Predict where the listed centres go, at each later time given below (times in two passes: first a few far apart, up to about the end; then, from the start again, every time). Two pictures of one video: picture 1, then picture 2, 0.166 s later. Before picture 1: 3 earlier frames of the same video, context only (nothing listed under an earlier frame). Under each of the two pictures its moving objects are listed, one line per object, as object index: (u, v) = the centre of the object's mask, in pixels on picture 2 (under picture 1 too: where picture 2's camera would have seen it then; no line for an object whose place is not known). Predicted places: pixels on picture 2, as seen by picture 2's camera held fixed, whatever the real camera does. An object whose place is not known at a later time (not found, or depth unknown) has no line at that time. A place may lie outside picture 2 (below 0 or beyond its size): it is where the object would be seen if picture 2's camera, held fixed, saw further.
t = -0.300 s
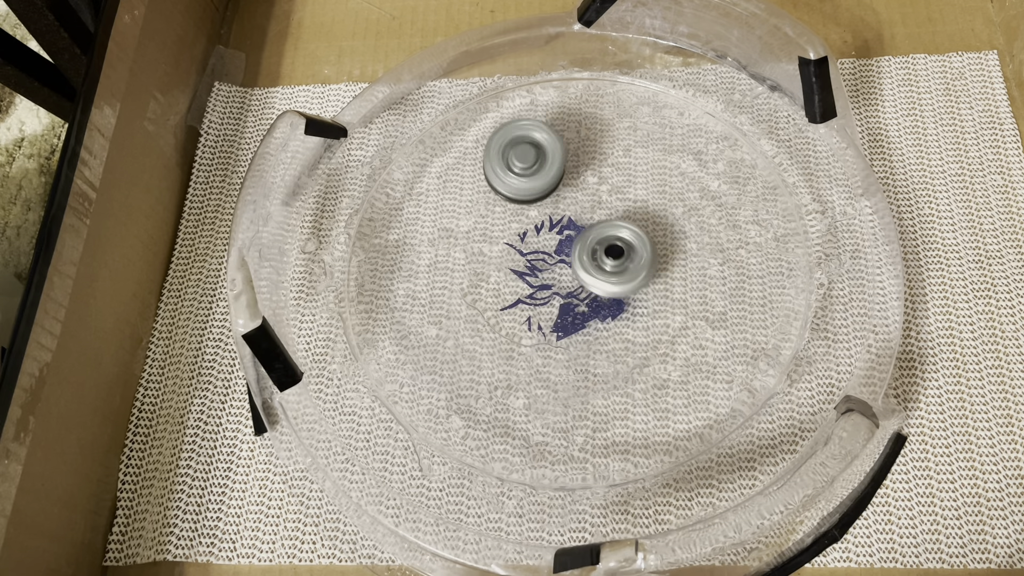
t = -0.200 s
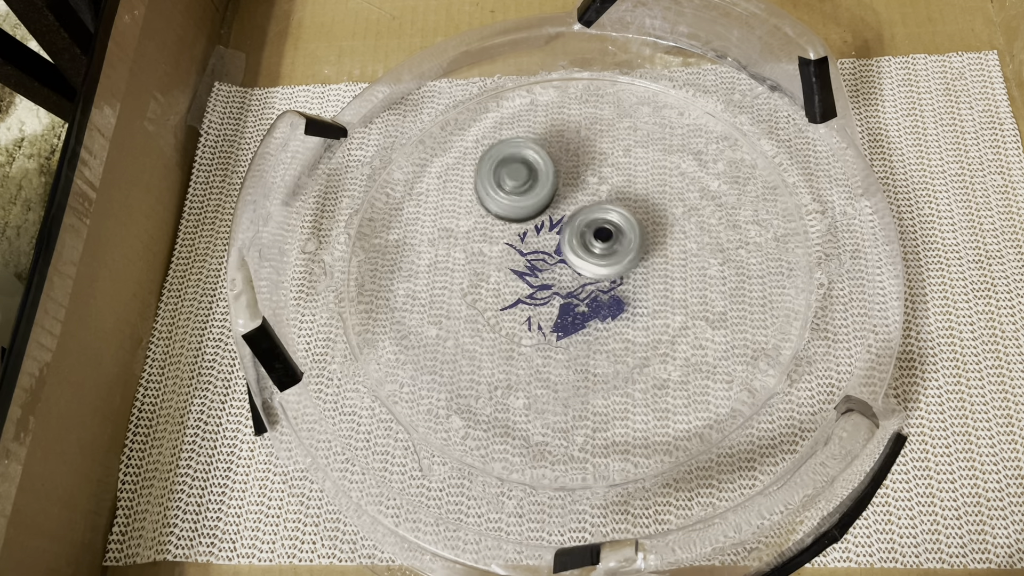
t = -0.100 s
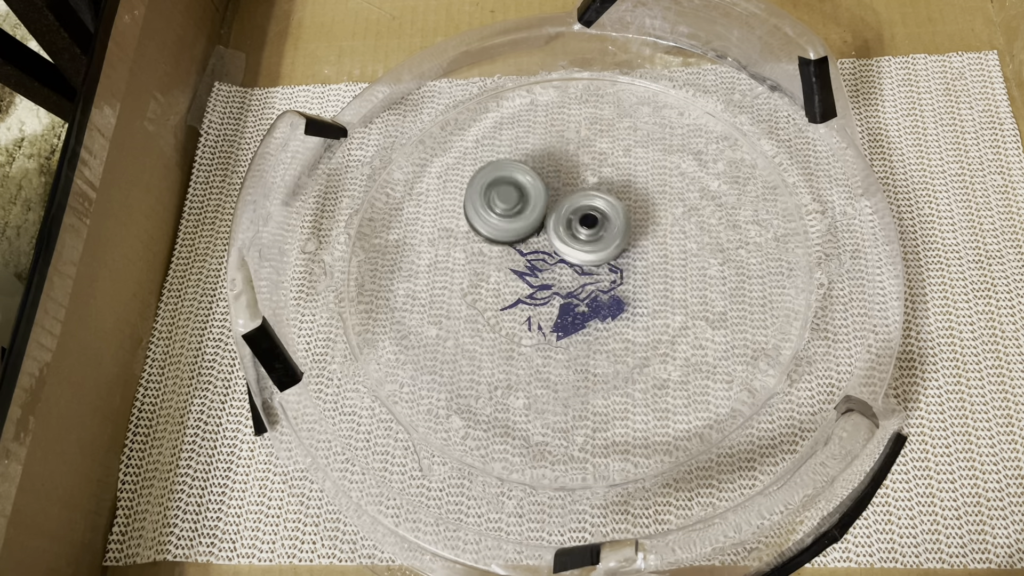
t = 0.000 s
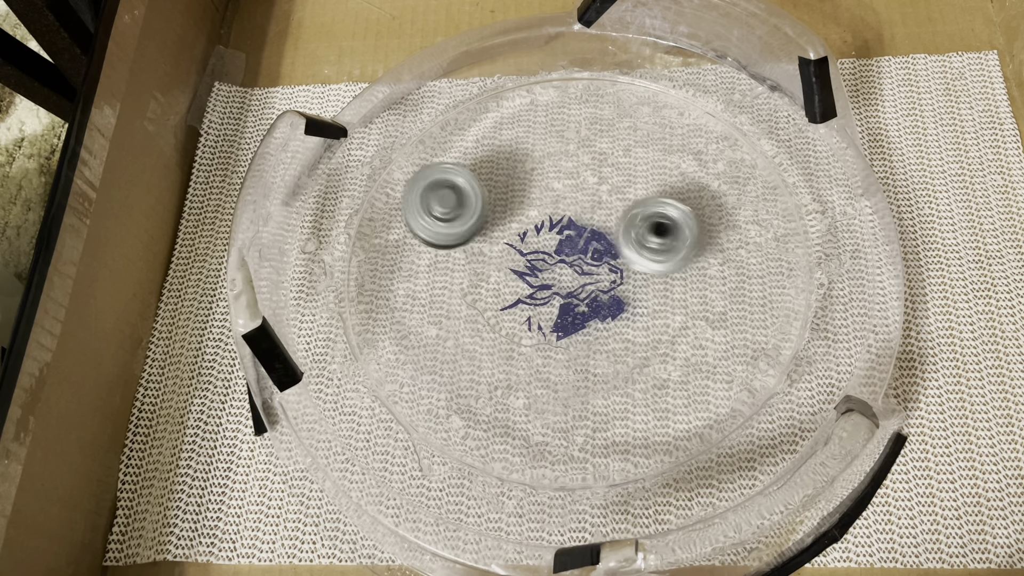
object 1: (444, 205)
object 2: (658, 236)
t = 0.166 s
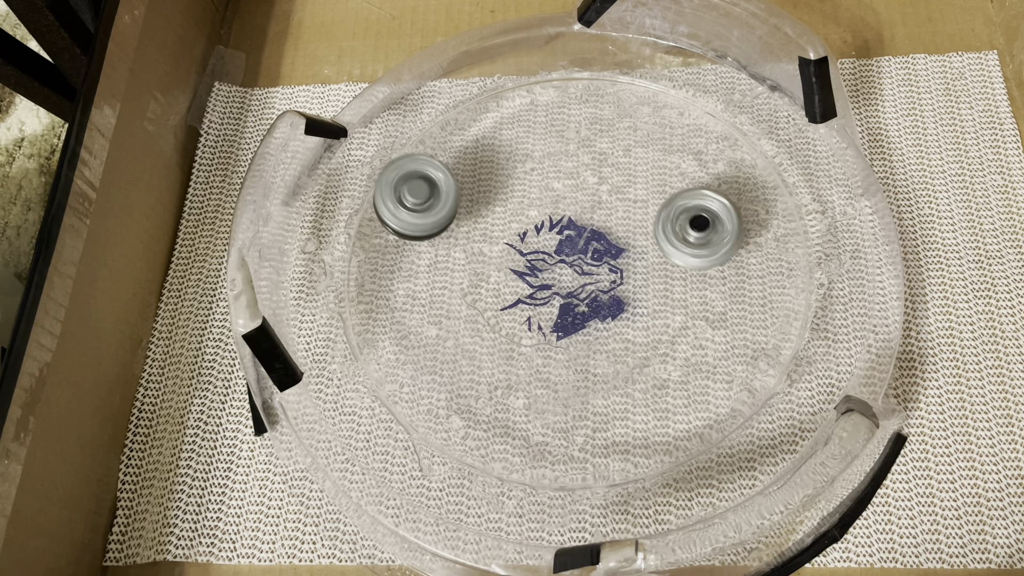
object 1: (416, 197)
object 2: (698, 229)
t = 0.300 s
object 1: (424, 205)
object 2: (671, 205)
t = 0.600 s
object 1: (472, 287)
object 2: (611, 192)
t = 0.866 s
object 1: (505, 350)
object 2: (578, 225)
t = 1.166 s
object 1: (556, 384)
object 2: (581, 269)
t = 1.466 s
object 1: (617, 363)
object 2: (591, 286)
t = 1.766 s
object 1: (656, 394)
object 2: (523, 177)
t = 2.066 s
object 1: (643, 295)
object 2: (486, 235)
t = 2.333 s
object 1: (666, 229)
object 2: (494, 287)
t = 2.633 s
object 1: (645, 179)
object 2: (543, 316)
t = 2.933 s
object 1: (589, 156)
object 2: (591, 297)
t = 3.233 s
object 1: (531, 173)
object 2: (601, 256)
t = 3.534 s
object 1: (486, 218)
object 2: (577, 232)
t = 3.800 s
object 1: (472, 268)
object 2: (551, 235)
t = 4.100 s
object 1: (473, 318)
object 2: (551, 253)
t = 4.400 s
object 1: (531, 343)
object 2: (570, 267)
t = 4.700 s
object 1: (604, 343)
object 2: (589, 265)
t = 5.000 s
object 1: (664, 365)
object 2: (562, 194)
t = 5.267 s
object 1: (643, 331)
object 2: (523, 212)
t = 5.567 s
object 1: (626, 242)
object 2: (519, 255)
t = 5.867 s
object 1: (616, 188)
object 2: (554, 280)
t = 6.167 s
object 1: (587, 168)
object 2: (593, 277)
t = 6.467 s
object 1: (540, 196)
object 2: (612, 258)
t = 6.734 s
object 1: (500, 240)
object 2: (604, 245)
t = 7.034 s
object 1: (485, 284)
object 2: (582, 252)
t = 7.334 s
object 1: (447, 358)
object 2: (646, 202)
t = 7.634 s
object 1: (433, 350)
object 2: (663, 124)
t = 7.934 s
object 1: (554, 305)
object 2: (585, 136)
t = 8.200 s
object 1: (647, 286)
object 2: (533, 178)
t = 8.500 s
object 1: (685, 255)
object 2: (510, 243)
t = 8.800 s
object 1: (654, 213)
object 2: (517, 301)
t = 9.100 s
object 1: (587, 186)
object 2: (551, 338)
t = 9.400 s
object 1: (525, 192)
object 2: (590, 336)
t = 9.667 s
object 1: (491, 230)
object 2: (605, 305)
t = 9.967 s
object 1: (492, 289)
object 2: (588, 269)
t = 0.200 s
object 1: (416, 196)
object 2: (693, 223)
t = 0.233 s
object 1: (418, 198)
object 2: (686, 217)
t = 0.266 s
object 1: (420, 201)
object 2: (679, 211)
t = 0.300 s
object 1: (424, 205)
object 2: (671, 205)
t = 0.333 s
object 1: (429, 210)
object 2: (664, 201)
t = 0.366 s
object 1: (434, 217)
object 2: (657, 197)
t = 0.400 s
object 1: (440, 226)
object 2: (651, 195)
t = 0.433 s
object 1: (447, 236)
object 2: (644, 192)
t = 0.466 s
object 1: (452, 245)
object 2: (637, 191)
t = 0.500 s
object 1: (458, 257)
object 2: (630, 190)
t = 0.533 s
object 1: (463, 268)
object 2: (624, 190)
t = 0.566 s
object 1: (467, 278)
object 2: (617, 190)
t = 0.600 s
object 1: (472, 287)
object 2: (611, 192)
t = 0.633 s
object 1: (477, 296)
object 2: (605, 194)
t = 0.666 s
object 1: (481, 305)
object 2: (600, 197)
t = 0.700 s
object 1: (485, 315)
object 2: (595, 201)
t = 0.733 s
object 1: (488, 322)
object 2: (590, 205)
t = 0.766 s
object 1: (492, 329)
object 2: (586, 209)
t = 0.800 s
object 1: (496, 337)
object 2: (583, 214)
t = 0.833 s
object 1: (500, 344)
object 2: (580, 220)
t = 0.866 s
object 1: (505, 350)
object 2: (578, 225)
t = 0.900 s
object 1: (509, 356)
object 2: (577, 231)
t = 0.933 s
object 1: (514, 362)
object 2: (576, 236)
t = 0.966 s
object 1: (519, 367)
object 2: (576, 242)
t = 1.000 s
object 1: (525, 371)
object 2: (576, 247)
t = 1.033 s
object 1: (531, 375)
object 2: (576, 252)
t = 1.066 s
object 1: (537, 378)
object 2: (577, 257)
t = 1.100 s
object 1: (543, 380)
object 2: (578, 261)
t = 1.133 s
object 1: (549, 383)
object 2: (579, 266)
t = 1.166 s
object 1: (556, 384)
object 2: (581, 269)
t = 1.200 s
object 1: (563, 384)
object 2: (581, 273)
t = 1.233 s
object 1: (569, 384)
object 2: (583, 276)
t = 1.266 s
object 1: (575, 383)
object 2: (585, 279)
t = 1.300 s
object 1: (583, 381)
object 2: (586, 281)
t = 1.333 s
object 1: (589, 378)
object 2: (588, 283)
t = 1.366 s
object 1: (596, 376)
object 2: (589, 285)
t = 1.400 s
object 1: (603, 372)
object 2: (590, 285)
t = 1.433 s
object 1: (610, 367)
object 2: (591, 286)
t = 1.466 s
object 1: (617, 363)
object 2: (591, 286)
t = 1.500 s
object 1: (626, 363)
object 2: (591, 282)
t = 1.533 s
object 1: (643, 381)
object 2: (579, 252)
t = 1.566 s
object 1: (654, 390)
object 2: (570, 226)
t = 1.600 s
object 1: (659, 397)
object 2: (560, 205)
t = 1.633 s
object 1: (661, 399)
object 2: (552, 188)
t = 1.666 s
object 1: (661, 400)
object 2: (544, 178)
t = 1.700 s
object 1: (660, 399)
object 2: (537, 173)
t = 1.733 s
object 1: (658, 397)
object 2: (530, 173)
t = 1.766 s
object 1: (656, 394)
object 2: (523, 177)
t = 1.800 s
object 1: (653, 387)
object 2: (517, 182)
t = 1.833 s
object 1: (651, 379)
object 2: (511, 188)
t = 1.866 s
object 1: (648, 370)
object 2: (506, 194)
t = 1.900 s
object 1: (645, 358)
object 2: (502, 201)
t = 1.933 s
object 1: (645, 346)
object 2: (497, 208)
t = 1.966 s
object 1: (643, 333)
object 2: (493, 215)
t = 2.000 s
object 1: (643, 319)
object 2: (490, 222)
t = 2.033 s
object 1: (643, 306)
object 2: (488, 228)
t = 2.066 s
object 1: (643, 295)
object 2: (486, 235)
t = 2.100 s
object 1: (644, 283)
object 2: (485, 242)
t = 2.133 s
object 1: (647, 274)
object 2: (484, 249)
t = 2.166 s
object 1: (651, 265)
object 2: (484, 256)
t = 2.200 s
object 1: (654, 256)
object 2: (485, 263)
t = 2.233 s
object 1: (658, 249)
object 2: (487, 269)
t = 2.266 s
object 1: (661, 242)
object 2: (488, 276)
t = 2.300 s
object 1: (664, 234)
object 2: (491, 282)
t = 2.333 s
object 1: (666, 229)
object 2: (494, 287)
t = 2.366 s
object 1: (666, 222)
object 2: (498, 293)
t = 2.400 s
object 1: (666, 216)
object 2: (502, 297)
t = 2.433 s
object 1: (665, 211)
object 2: (507, 302)
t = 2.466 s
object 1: (664, 204)
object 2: (513, 305)
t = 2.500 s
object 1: (661, 199)
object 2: (519, 308)
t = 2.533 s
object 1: (658, 193)
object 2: (525, 310)
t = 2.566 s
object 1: (655, 188)
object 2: (530, 312)
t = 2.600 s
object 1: (650, 184)
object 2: (537, 314)
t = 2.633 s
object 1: (645, 179)
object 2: (543, 316)
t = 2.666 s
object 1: (640, 175)
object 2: (549, 317)
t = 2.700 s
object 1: (633, 171)
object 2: (556, 316)
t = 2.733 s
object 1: (628, 168)
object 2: (562, 314)
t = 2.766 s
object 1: (621, 165)
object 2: (568, 312)
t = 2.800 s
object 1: (614, 162)
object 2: (573, 310)
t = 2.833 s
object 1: (608, 160)
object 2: (578, 307)
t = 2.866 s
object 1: (601, 158)
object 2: (583, 304)
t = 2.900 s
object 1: (596, 157)
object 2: (588, 300)
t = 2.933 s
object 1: (589, 156)
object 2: (591, 297)
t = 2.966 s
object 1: (583, 156)
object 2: (594, 292)
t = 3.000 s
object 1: (575, 157)
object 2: (597, 288)
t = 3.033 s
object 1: (569, 157)
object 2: (599, 284)
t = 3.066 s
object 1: (563, 159)
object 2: (601, 279)
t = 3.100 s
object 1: (556, 160)
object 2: (603, 275)
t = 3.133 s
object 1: (550, 162)
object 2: (603, 270)
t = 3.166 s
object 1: (543, 166)
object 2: (603, 265)
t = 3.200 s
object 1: (538, 169)
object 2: (602, 261)
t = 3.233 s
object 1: (531, 173)
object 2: (601, 256)
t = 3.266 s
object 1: (525, 177)
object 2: (600, 252)
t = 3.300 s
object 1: (519, 181)
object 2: (598, 248)
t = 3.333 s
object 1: (513, 186)
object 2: (596, 244)
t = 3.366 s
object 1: (508, 190)
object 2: (593, 241)
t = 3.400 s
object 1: (502, 196)
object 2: (590, 238)
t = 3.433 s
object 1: (498, 201)
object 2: (587, 236)
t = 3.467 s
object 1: (493, 207)
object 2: (584, 234)
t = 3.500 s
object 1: (489, 213)
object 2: (580, 233)
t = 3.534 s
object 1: (486, 218)
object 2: (577, 232)
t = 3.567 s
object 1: (482, 225)
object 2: (574, 231)
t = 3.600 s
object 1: (480, 230)
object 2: (570, 231)
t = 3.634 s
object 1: (477, 237)
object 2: (567, 230)
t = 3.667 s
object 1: (475, 243)
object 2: (563, 230)
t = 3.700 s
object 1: (474, 249)
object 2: (559, 231)
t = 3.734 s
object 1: (473, 255)
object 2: (556, 232)
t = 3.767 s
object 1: (472, 262)
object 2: (554, 233)
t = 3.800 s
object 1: (472, 268)
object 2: (551, 235)
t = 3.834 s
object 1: (472, 274)
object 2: (548, 236)
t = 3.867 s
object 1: (468, 282)
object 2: (549, 237)
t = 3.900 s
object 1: (467, 289)
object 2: (550, 238)
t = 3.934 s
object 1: (465, 296)
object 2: (550, 240)
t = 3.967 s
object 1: (466, 300)
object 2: (549, 242)
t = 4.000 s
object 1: (466, 305)
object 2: (549, 245)
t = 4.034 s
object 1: (468, 309)
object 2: (549, 247)
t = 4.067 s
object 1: (469, 314)
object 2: (550, 250)
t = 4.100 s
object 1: (473, 318)
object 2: (551, 253)
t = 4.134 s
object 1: (476, 321)
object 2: (552, 255)
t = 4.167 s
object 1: (481, 325)
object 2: (554, 257)
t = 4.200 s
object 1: (486, 328)
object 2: (556, 259)
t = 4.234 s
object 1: (493, 331)
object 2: (558, 261)
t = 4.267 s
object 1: (499, 334)
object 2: (560, 263)
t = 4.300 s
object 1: (507, 337)
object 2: (563, 264)
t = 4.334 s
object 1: (514, 339)
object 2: (565, 265)
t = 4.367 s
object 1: (523, 341)
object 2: (568, 266)
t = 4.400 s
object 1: (531, 343)
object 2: (570, 267)
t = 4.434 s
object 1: (540, 345)
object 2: (572, 267)
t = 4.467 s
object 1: (549, 345)
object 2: (574, 267)
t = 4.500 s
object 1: (558, 347)
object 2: (577, 267)
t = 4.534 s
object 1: (565, 346)
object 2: (579, 267)
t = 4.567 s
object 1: (573, 346)
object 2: (581, 267)
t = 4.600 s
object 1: (580, 345)
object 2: (583, 266)
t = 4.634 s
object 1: (588, 345)
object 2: (585, 267)
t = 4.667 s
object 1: (596, 344)
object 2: (587, 266)
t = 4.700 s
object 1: (604, 343)
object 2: (589, 265)
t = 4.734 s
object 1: (611, 341)
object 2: (591, 265)
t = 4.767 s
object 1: (618, 339)
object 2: (592, 264)
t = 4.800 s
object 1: (624, 337)
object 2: (594, 264)
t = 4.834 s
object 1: (631, 333)
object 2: (595, 262)
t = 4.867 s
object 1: (639, 337)
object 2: (594, 254)
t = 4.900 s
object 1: (653, 351)
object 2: (584, 230)
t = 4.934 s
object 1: (660, 359)
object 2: (575, 212)
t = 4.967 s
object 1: (664, 363)
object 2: (569, 201)
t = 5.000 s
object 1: (664, 365)
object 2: (562, 194)
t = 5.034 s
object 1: (664, 365)
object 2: (556, 193)
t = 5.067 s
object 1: (662, 365)
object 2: (550, 194)
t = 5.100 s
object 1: (660, 362)
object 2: (545, 195)
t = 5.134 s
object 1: (656, 359)
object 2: (539, 198)
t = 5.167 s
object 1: (654, 354)
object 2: (535, 201)
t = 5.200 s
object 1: (650, 348)
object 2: (530, 204)
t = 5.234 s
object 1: (647, 341)
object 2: (526, 208)
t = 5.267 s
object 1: (643, 331)
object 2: (523, 212)
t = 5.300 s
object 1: (640, 322)
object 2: (520, 216)
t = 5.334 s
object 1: (636, 311)
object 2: (517, 220)
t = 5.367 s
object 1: (634, 300)
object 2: (515, 225)
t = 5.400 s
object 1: (631, 289)
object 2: (514, 230)
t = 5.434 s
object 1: (630, 279)
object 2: (514, 235)
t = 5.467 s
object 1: (629, 269)
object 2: (514, 240)
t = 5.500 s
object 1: (628, 260)
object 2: (515, 245)
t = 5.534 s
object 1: (627, 250)
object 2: (517, 250)
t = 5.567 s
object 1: (626, 242)
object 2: (519, 255)
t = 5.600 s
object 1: (626, 234)
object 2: (522, 259)
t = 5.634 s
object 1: (626, 226)
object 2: (525, 263)
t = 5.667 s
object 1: (626, 220)
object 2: (529, 266)
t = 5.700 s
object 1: (624, 212)
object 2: (533, 270)
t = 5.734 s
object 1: (624, 207)
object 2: (537, 273)
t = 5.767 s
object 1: (622, 200)
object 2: (542, 275)
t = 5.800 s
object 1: (619, 195)
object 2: (546, 277)
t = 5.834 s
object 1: (618, 192)
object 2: (548, 278)
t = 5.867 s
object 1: (616, 188)
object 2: (554, 280)
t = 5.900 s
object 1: (614, 183)
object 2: (558, 281)
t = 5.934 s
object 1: (611, 179)
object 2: (562, 282)
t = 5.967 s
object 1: (609, 175)
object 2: (568, 282)
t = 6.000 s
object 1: (605, 172)
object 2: (572, 281)
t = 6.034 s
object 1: (602, 170)
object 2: (577, 281)
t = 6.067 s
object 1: (598, 168)
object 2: (581, 280)
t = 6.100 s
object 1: (595, 168)
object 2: (585, 279)
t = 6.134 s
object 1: (591, 167)
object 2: (589, 278)
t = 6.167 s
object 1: (587, 168)
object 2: (593, 277)
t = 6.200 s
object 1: (583, 169)
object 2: (596, 276)
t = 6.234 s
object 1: (578, 171)
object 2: (599, 274)
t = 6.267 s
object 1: (574, 173)
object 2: (602, 271)
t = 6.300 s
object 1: (569, 175)
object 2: (605, 270)
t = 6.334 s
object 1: (563, 179)
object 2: (607, 267)
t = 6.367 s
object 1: (558, 183)
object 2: (609, 265)
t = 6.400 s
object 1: (551, 187)
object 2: (610, 263)
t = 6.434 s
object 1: (546, 192)
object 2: (611, 260)
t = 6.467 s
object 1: (540, 196)
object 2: (612, 258)
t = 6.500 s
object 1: (534, 202)
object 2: (612, 255)
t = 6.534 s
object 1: (529, 207)
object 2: (612, 253)
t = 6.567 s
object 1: (523, 213)
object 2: (611, 251)
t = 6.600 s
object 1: (518, 218)
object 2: (610, 250)
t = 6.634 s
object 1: (513, 223)
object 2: (609, 248)
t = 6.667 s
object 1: (508, 229)
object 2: (608, 247)
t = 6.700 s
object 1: (504, 234)
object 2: (606, 246)
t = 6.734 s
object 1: (500, 240)
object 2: (604, 245)
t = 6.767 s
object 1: (497, 245)
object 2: (601, 245)
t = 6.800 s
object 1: (495, 249)
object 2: (600, 245)
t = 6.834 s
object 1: (491, 255)
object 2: (597, 246)
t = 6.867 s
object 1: (489, 260)
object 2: (595, 246)
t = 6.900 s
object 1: (487, 266)
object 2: (592, 247)
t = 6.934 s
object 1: (486, 271)
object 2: (590, 248)
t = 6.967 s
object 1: (485, 276)
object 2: (588, 249)
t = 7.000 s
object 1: (485, 280)
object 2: (585, 251)
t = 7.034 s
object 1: (485, 284)
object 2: (582, 252)
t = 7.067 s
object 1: (486, 289)
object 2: (580, 254)
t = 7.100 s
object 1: (488, 294)
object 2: (578, 256)
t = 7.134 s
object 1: (490, 297)
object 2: (576, 258)
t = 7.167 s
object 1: (492, 302)
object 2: (575, 260)
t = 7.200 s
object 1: (496, 305)
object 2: (573, 261)
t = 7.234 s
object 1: (500, 309)
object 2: (572, 263)
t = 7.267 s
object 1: (492, 320)
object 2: (580, 258)
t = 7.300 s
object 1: (465, 343)
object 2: (615, 228)
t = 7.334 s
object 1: (447, 358)
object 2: (646, 202)
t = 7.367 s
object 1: (435, 364)
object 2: (669, 181)
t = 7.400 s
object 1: (428, 366)
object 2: (686, 162)
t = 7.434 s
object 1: (423, 366)
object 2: (696, 149)
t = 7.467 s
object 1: (420, 365)
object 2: (698, 141)
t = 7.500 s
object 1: (418, 364)
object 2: (694, 136)
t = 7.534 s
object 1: (419, 362)
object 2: (688, 132)
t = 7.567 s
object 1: (422, 358)
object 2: (679, 129)
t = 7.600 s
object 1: (426, 355)
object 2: (671, 126)
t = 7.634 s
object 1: (433, 350)
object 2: (663, 124)
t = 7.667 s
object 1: (442, 343)
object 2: (656, 123)
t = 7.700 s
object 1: (454, 338)
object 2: (646, 122)
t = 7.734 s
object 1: (466, 333)
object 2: (637, 123)
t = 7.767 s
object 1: (480, 326)
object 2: (628, 123)
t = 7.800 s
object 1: (494, 320)
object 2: (619, 125)
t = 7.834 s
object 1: (510, 317)
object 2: (609, 127)
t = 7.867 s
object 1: (524, 313)
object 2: (602, 129)
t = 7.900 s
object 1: (539, 307)
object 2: (594, 132)
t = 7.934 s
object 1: (554, 305)
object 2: (585, 136)
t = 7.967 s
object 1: (568, 302)
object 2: (578, 140)
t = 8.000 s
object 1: (580, 298)
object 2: (570, 144)
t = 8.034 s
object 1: (592, 297)
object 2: (563, 149)
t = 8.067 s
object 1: (605, 296)
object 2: (556, 154)
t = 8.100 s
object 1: (616, 293)
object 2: (550, 159)
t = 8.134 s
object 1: (627, 290)
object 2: (544, 166)
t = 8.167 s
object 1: (637, 289)
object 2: (539, 172)
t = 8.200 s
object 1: (647, 286)
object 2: (533, 178)
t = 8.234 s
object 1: (655, 283)
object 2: (529, 185)
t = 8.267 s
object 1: (662, 281)
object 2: (525, 192)
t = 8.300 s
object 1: (668, 279)
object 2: (522, 200)
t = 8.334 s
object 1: (673, 275)
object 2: (519, 207)
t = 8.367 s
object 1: (677, 272)
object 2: (516, 214)
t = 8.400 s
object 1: (680, 269)
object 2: (514, 222)
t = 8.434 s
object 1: (682, 265)
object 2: (512, 229)
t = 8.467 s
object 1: (684, 260)
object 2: (511, 236)
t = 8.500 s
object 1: (685, 255)
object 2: (510, 243)
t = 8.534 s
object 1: (685, 251)
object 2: (510, 251)
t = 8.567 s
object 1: (685, 247)
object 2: (510, 257)
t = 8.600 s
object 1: (683, 241)
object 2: (510, 264)
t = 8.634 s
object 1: (680, 236)
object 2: (511, 270)
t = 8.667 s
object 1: (676, 231)
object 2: (512, 277)
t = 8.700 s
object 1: (672, 227)
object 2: (513, 283)
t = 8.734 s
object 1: (667, 222)
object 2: (514, 289)
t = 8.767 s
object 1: (661, 217)
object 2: (516, 296)
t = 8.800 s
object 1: (654, 213)
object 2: (517, 301)
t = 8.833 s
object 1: (648, 209)
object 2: (520, 306)
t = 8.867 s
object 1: (641, 204)
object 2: (523, 312)
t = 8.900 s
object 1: (633, 200)
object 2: (526, 317)
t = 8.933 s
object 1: (625, 197)
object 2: (530, 322)
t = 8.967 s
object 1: (618, 195)
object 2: (534, 326)
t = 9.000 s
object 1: (610, 192)
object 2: (538, 330)
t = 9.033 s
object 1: (602, 189)
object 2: (542, 333)
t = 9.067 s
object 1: (594, 187)
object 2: (547, 336)
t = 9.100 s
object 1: (587, 186)
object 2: (551, 338)
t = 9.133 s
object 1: (579, 185)
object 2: (555, 340)
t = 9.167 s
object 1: (572, 183)
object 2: (560, 342)
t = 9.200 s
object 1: (564, 183)
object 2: (565, 343)
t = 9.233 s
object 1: (557, 184)
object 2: (569, 343)
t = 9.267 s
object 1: (550, 185)
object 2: (574, 343)
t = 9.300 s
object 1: (544, 185)
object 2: (578, 342)
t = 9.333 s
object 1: (537, 187)
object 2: (582, 340)
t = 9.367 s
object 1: (530, 190)
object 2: (587, 338)
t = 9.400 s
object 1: (525, 192)
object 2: (590, 336)
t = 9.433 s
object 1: (519, 195)
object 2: (594, 333)
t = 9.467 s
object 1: (515, 198)
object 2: (597, 330)
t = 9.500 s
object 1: (509, 203)
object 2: (599, 326)
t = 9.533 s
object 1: (505, 208)
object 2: (601, 322)
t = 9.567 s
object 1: (501, 213)
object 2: (603, 318)
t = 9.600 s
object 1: (498, 218)
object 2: (604, 314)
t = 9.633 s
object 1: (494, 224)
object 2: (604, 309)
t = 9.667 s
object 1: (491, 230)
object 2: (605, 305)
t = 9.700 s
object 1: (489, 237)
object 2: (604, 301)
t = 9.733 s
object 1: (487, 243)
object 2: (603, 296)
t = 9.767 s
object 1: (486, 249)
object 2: (602, 292)
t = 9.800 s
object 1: (486, 256)
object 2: (600, 288)
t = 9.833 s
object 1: (486, 263)
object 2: (598, 284)
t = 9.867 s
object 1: (486, 270)
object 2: (596, 280)
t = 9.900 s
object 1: (488, 276)
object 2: (593, 276)
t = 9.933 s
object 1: (490, 283)
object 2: (591, 272)
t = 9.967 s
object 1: (492, 289)
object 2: (588, 269)
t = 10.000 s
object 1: (494, 297)
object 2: (584, 265)
